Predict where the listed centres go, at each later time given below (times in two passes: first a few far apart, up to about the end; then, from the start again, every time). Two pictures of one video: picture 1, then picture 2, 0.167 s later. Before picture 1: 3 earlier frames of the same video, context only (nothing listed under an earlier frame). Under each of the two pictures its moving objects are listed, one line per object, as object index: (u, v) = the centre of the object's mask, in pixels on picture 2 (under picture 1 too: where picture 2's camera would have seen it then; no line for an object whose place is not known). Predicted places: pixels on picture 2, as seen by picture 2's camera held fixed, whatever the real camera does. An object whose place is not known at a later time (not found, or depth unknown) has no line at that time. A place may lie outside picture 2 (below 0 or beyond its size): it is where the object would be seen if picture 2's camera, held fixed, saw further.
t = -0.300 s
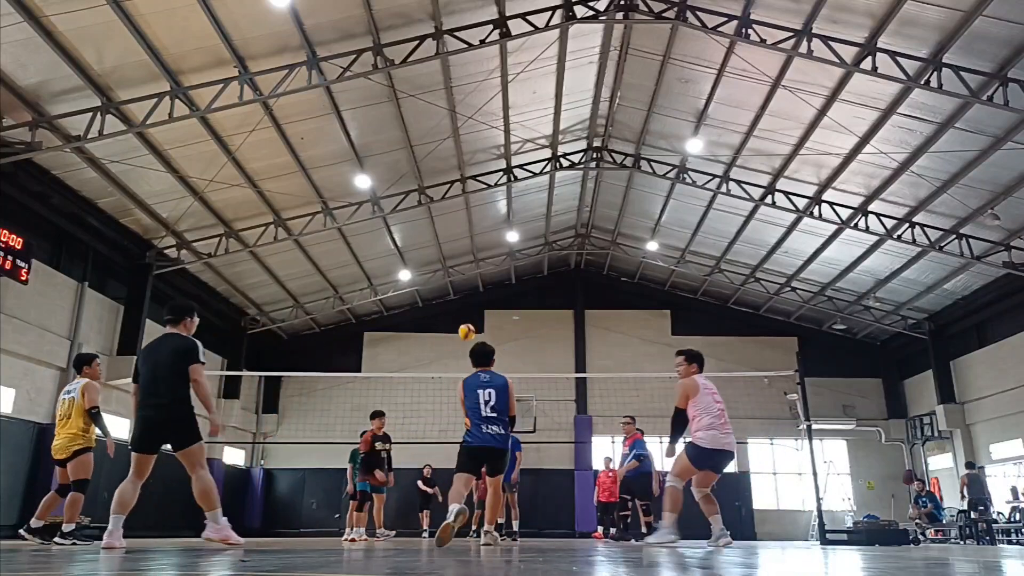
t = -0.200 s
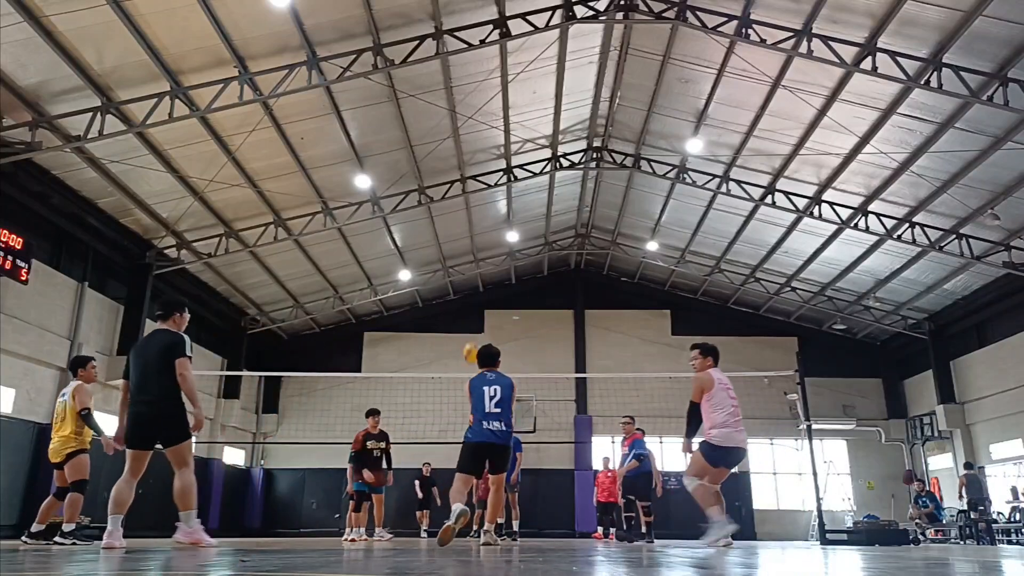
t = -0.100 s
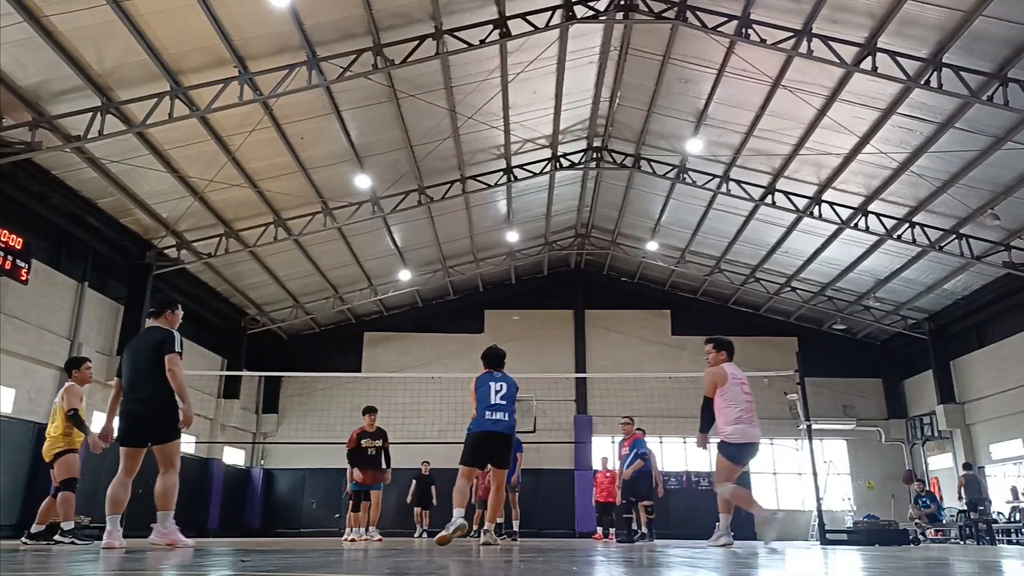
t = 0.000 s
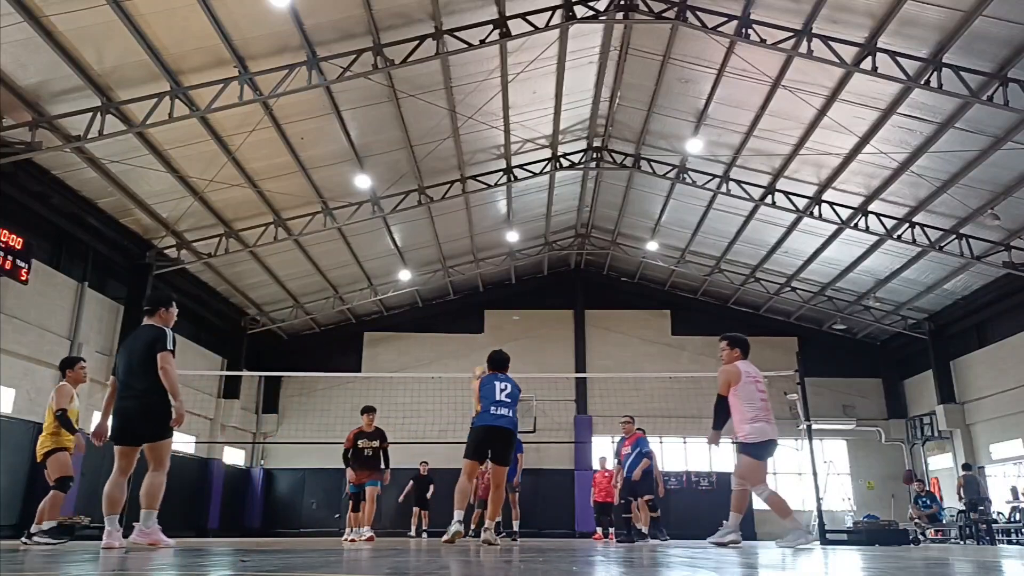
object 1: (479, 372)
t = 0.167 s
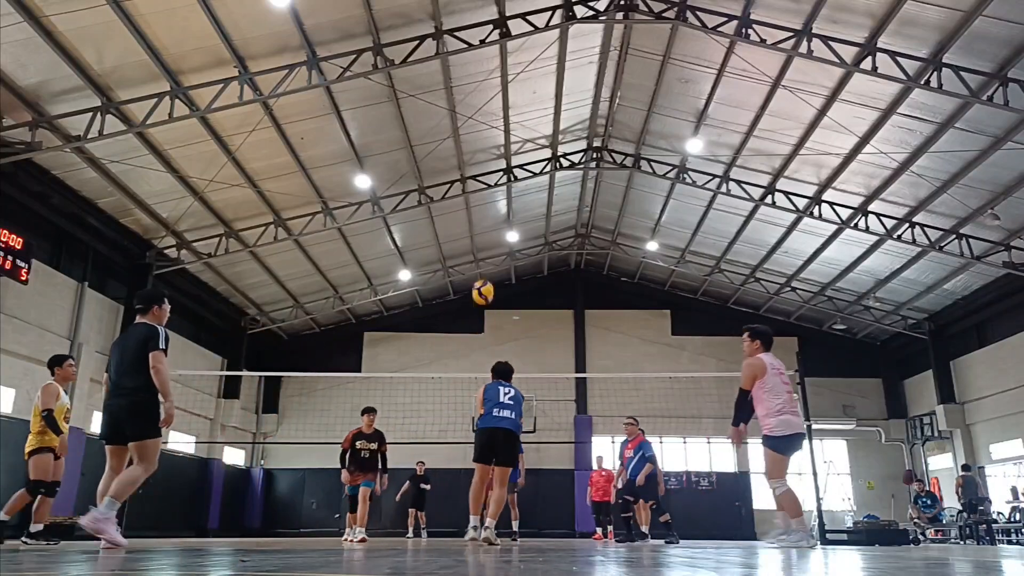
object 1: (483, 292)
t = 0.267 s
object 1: (482, 257)
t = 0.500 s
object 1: (481, 217)
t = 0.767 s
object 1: (479, 225)
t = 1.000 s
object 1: (477, 272)
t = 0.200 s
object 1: (483, 280)
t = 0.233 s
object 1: (483, 268)
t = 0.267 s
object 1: (482, 257)
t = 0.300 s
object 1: (482, 248)
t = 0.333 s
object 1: (482, 241)
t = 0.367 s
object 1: (482, 234)
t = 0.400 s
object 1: (482, 227)
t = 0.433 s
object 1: (481, 223)
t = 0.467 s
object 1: (481, 219)
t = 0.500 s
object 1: (481, 217)
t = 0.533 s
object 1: (481, 215)
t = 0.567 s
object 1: (481, 214)
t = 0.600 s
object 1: (480, 214)
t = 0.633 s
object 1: (480, 214)
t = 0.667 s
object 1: (480, 216)
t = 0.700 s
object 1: (480, 218)
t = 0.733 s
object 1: (479, 222)
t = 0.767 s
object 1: (479, 225)
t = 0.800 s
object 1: (479, 230)
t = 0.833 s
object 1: (479, 235)
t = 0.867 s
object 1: (478, 241)
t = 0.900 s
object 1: (478, 248)
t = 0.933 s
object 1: (478, 255)
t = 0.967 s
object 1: (477, 263)
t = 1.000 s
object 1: (477, 272)
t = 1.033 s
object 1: (477, 282)
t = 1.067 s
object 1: (476, 292)
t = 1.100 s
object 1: (476, 303)
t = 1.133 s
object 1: (476, 315)
